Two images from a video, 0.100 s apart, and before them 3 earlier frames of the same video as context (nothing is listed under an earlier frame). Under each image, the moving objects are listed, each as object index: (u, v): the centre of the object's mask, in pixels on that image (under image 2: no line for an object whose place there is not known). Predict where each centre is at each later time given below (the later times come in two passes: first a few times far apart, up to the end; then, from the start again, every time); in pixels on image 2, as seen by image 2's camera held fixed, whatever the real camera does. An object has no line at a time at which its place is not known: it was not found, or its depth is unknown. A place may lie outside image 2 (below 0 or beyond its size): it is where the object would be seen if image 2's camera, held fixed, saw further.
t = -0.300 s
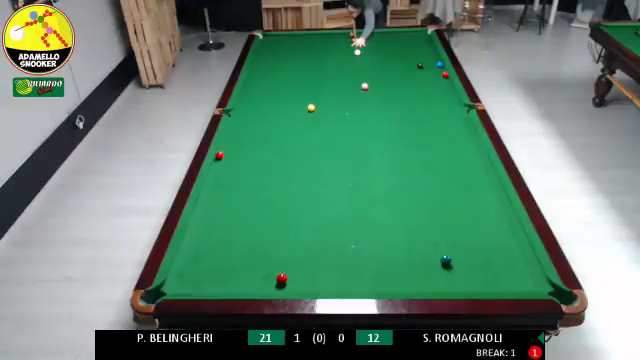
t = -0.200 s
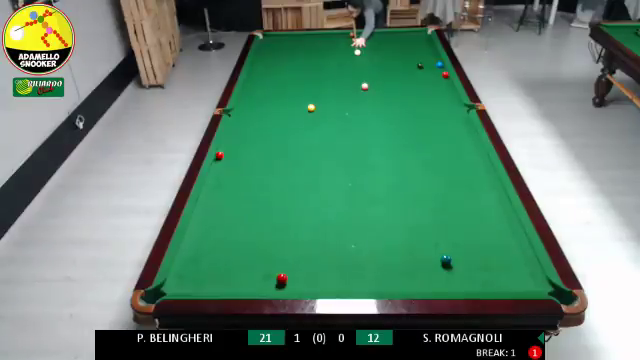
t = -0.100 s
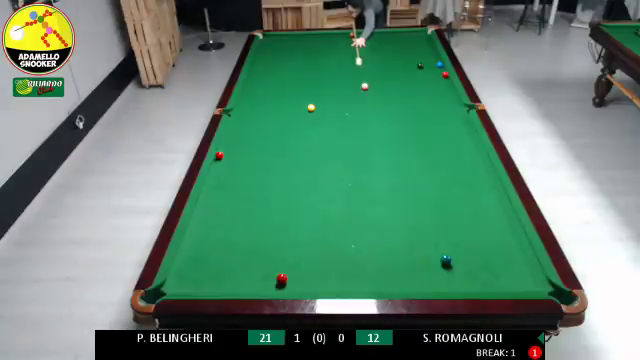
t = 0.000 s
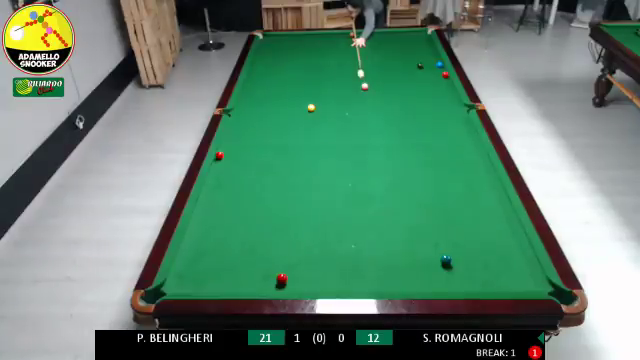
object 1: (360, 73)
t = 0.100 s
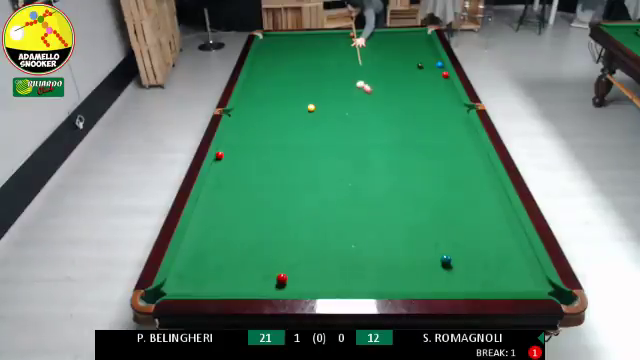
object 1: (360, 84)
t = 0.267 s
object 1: (348, 88)
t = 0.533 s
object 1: (331, 94)
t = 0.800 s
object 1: (313, 100)
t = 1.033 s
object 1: (297, 106)
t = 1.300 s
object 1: (279, 112)
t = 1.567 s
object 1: (261, 119)
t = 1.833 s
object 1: (244, 125)
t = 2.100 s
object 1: (227, 131)
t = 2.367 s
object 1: (235, 135)
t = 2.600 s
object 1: (241, 138)
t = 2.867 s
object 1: (248, 141)
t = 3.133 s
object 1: (255, 144)
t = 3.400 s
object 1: (261, 147)
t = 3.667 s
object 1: (266, 149)
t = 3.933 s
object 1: (271, 151)
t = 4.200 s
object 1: (275, 152)
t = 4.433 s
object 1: (278, 154)
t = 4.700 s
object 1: (280, 155)
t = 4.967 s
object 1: (282, 155)
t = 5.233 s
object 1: (282, 156)
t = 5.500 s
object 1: (282, 156)
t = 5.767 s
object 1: (283, 156)
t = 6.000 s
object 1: (282, 156)
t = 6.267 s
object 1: (283, 156)
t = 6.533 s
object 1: (282, 156)
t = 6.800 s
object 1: (283, 156)
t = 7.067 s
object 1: (283, 156)
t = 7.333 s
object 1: (283, 156)
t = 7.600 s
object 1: (282, 156)
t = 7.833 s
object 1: (283, 156)
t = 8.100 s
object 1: (283, 156)
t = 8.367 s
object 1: (283, 156)
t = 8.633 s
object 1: (283, 156)
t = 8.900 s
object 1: (282, 156)
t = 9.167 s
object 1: (283, 156)
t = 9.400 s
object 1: (282, 156)
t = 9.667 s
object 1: (283, 156)
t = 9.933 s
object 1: (283, 156)
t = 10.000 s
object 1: (283, 156)
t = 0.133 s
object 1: (357, 85)
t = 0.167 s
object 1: (355, 85)
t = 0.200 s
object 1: (353, 86)
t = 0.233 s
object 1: (350, 87)
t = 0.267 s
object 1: (348, 88)
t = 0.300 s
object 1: (346, 89)
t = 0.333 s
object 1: (344, 89)
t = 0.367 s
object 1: (342, 90)
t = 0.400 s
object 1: (339, 91)
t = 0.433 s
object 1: (337, 91)
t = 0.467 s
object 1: (335, 92)
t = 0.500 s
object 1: (333, 93)
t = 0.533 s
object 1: (331, 94)
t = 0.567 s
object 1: (328, 95)
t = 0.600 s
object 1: (326, 95)
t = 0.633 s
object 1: (324, 96)
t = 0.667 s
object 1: (322, 97)
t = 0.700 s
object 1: (320, 98)
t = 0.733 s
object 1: (317, 99)
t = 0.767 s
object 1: (315, 100)
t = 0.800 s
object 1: (313, 100)
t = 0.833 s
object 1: (311, 101)
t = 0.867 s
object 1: (308, 102)
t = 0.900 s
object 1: (306, 103)
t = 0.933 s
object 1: (304, 104)
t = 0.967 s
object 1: (302, 104)
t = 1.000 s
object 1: (300, 105)
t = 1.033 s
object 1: (297, 106)
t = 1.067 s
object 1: (295, 107)
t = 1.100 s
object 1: (293, 108)
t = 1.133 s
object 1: (291, 108)
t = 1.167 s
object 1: (288, 109)
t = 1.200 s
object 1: (286, 110)
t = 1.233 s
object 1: (284, 111)
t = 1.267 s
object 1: (281, 112)
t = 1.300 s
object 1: (279, 112)
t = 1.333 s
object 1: (277, 113)
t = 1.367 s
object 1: (275, 114)
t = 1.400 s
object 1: (273, 115)
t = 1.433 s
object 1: (270, 116)
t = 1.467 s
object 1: (268, 116)
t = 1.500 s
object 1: (266, 117)
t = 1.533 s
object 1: (264, 118)
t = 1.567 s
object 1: (261, 119)
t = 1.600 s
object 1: (259, 119)
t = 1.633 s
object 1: (257, 120)
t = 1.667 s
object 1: (255, 121)
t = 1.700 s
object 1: (253, 122)
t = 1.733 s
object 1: (250, 122)
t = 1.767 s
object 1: (248, 123)
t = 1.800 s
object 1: (246, 124)
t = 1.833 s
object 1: (244, 125)
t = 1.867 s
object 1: (242, 125)
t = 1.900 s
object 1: (240, 126)
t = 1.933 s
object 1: (237, 127)
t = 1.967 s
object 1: (235, 128)
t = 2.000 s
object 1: (233, 128)
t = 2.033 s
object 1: (231, 129)
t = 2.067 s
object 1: (229, 130)
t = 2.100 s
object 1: (227, 131)
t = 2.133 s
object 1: (228, 131)
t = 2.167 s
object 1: (229, 132)
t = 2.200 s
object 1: (230, 132)
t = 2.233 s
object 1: (231, 133)
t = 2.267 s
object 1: (232, 133)
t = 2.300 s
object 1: (233, 134)
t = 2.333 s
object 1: (234, 134)
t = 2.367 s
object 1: (235, 135)
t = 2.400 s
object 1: (236, 135)
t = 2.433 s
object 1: (237, 136)
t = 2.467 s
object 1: (238, 136)
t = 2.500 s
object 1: (239, 136)
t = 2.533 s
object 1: (240, 137)
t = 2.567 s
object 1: (241, 137)
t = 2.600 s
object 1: (241, 138)
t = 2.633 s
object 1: (242, 138)
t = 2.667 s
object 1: (243, 139)
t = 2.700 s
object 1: (244, 139)
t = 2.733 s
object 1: (245, 139)
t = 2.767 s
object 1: (246, 140)
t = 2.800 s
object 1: (246, 140)
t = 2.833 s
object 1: (247, 141)
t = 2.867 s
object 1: (248, 141)
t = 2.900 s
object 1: (249, 141)
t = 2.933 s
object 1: (250, 142)
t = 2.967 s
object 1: (251, 142)
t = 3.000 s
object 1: (252, 142)
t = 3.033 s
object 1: (252, 143)
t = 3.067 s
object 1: (253, 143)
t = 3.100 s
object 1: (254, 144)
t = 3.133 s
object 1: (255, 144)
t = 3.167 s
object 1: (256, 144)
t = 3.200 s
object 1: (256, 144)
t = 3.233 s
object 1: (257, 145)
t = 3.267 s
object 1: (258, 145)
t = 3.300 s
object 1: (259, 146)
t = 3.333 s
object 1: (259, 146)
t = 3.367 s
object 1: (260, 146)
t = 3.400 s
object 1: (261, 147)
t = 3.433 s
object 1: (262, 147)
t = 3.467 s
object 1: (262, 147)
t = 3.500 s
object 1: (263, 147)
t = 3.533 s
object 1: (264, 148)
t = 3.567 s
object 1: (265, 148)
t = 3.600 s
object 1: (265, 148)
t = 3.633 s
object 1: (266, 148)
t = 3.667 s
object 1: (266, 149)
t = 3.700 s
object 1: (267, 149)
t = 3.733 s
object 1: (268, 149)
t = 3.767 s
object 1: (268, 149)
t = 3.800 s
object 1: (269, 150)
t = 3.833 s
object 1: (269, 150)
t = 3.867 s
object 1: (270, 150)
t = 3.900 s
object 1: (270, 150)
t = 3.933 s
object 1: (271, 151)
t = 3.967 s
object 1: (271, 151)
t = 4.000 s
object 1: (272, 151)
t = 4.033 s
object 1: (273, 151)
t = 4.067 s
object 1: (273, 152)
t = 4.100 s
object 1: (273, 152)
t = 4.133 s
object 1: (274, 152)
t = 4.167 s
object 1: (275, 152)
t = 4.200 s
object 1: (275, 152)
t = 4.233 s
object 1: (275, 153)
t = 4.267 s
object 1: (276, 153)
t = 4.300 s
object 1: (276, 153)
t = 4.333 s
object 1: (276, 153)
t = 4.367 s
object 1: (277, 153)
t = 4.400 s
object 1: (277, 154)
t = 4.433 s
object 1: (278, 154)
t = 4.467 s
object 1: (278, 154)
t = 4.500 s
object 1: (278, 154)
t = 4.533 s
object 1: (279, 154)
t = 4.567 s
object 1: (279, 154)
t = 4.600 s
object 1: (279, 154)
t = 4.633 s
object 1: (279, 155)
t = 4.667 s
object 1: (280, 154)
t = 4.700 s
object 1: (280, 155)
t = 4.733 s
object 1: (280, 155)
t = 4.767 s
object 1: (280, 155)
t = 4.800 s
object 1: (281, 155)
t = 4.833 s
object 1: (281, 155)
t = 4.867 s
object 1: (281, 155)
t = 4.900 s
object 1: (281, 155)
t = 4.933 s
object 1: (281, 155)
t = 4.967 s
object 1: (282, 155)
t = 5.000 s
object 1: (282, 156)
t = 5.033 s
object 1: (282, 155)
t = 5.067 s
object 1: (282, 156)
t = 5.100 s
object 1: (282, 156)
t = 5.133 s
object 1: (282, 156)
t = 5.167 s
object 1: (282, 156)
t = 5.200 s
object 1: (282, 156)
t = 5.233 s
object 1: (282, 156)
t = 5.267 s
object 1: (282, 156)
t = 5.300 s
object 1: (282, 156)
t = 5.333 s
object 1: (282, 156)
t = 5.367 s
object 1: (282, 156)
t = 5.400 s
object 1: (282, 156)
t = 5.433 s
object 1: (282, 156)
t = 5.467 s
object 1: (283, 156)
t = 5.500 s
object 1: (282, 156)
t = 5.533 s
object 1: (282, 156)
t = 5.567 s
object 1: (283, 156)
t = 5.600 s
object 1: (283, 156)
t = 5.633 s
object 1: (283, 156)
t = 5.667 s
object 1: (283, 156)
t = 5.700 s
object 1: (282, 156)
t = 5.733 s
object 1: (282, 156)
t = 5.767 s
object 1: (283, 156)
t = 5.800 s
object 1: (282, 156)
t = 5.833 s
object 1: (283, 156)
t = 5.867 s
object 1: (283, 156)
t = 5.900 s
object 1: (282, 156)
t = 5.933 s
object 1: (282, 156)
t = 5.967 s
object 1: (283, 156)
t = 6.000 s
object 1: (282, 156)
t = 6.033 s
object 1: (282, 156)
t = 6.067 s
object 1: (283, 156)
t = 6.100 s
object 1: (282, 156)
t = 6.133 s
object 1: (282, 156)
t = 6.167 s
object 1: (283, 156)
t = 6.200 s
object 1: (282, 156)
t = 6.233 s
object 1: (282, 156)
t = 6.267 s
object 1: (283, 156)
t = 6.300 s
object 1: (282, 156)
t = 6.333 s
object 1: (283, 156)
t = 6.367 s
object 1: (283, 156)
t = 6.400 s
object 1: (282, 156)
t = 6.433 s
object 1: (282, 156)
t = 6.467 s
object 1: (283, 156)
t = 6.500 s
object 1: (282, 156)
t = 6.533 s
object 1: (282, 156)
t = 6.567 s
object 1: (283, 156)
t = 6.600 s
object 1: (282, 156)
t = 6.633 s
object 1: (283, 156)
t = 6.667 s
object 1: (283, 156)
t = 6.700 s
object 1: (283, 156)
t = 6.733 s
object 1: (283, 156)
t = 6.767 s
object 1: (283, 156)
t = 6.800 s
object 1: (283, 156)
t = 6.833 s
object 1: (283, 156)
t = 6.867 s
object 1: (283, 156)
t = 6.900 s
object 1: (283, 156)
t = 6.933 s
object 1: (283, 156)
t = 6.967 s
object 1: (283, 156)
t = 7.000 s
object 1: (283, 156)
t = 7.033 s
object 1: (283, 156)
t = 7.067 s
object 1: (283, 156)
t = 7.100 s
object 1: (282, 156)
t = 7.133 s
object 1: (283, 156)
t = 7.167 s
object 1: (283, 156)
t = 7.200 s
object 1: (283, 156)
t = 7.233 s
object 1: (283, 156)
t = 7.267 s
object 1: (283, 156)
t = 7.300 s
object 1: (283, 156)
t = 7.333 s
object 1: (283, 156)
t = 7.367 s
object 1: (283, 156)
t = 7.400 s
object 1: (283, 156)
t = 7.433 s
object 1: (283, 156)
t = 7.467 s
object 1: (283, 156)
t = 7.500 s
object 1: (282, 156)
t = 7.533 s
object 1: (283, 156)
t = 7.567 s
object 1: (283, 156)
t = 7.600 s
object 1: (282, 156)
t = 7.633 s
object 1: (283, 156)
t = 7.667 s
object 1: (283, 156)
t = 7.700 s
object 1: (283, 156)
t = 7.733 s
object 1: (283, 156)
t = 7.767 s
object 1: (283, 156)
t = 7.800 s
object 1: (283, 156)
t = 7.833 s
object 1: (283, 156)
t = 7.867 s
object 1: (283, 156)
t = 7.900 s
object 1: (283, 156)
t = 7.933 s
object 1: (283, 156)
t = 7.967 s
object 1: (283, 156)
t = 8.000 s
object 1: (283, 156)
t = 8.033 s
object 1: (283, 156)
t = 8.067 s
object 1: (283, 156)
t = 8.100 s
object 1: (283, 156)
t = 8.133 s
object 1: (283, 156)
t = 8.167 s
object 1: (283, 156)
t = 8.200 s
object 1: (282, 156)
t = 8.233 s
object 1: (282, 156)
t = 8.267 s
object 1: (283, 156)
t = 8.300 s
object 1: (282, 156)
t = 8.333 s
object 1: (283, 156)
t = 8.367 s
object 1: (283, 156)
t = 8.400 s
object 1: (283, 156)
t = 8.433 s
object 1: (283, 156)
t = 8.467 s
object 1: (283, 156)
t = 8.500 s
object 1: (283, 156)
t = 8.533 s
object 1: (283, 156)
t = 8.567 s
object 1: (282, 156)
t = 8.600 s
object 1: (282, 156)
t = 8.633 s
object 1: (283, 156)
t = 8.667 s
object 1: (283, 156)
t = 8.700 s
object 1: (282, 156)
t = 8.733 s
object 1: (282, 156)
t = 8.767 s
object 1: (282, 156)
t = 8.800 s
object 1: (282, 156)
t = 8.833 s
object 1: (282, 156)
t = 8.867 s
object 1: (282, 156)
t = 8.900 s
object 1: (282, 156)
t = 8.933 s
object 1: (282, 156)
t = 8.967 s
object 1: (283, 156)
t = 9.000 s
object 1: (282, 156)
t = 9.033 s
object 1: (282, 156)
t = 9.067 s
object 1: (282, 156)
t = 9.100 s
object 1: (282, 156)
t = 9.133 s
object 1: (282, 156)
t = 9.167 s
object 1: (283, 156)
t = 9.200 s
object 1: (283, 156)
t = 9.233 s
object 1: (283, 156)
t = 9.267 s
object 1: (283, 156)
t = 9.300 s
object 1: (283, 156)
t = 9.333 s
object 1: (282, 156)
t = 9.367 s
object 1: (282, 156)
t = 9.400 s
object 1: (282, 156)
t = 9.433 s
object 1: (282, 156)
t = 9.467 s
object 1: (282, 156)
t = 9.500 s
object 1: (283, 156)
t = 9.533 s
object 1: (283, 156)
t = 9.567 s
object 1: (283, 156)
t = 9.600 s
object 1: (282, 156)
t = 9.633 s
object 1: (283, 156)
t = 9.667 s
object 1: (283, 156)
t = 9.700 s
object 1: (283, 156)
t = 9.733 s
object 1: (283, 156)
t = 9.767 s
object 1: (282, 156)
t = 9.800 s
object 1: (283, 156)
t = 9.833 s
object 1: (283, 156)
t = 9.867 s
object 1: (283, 156)
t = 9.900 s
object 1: (283, 156)
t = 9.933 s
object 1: (283, 156)
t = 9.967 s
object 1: (283, 156)
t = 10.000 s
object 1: (283, 156)
